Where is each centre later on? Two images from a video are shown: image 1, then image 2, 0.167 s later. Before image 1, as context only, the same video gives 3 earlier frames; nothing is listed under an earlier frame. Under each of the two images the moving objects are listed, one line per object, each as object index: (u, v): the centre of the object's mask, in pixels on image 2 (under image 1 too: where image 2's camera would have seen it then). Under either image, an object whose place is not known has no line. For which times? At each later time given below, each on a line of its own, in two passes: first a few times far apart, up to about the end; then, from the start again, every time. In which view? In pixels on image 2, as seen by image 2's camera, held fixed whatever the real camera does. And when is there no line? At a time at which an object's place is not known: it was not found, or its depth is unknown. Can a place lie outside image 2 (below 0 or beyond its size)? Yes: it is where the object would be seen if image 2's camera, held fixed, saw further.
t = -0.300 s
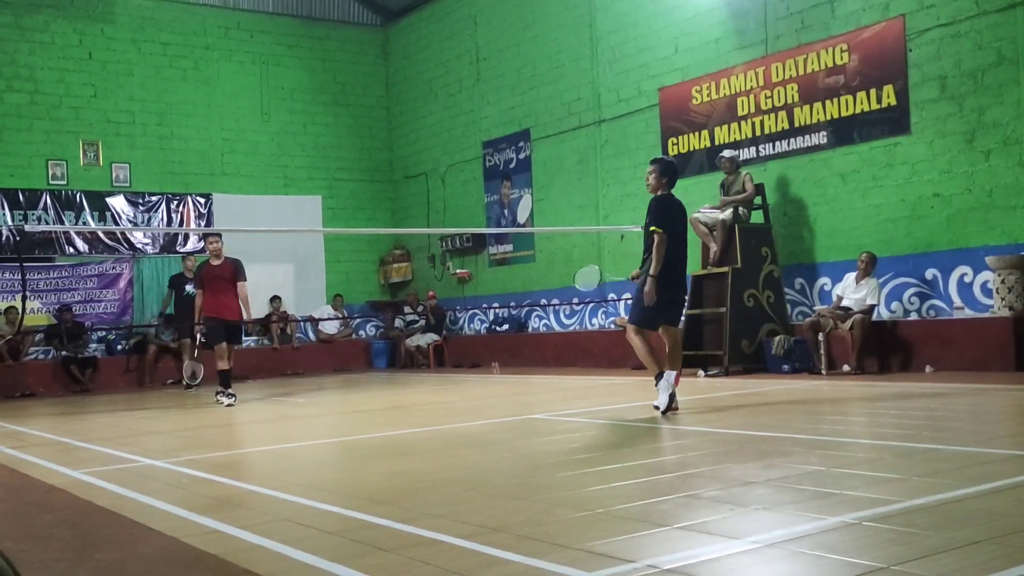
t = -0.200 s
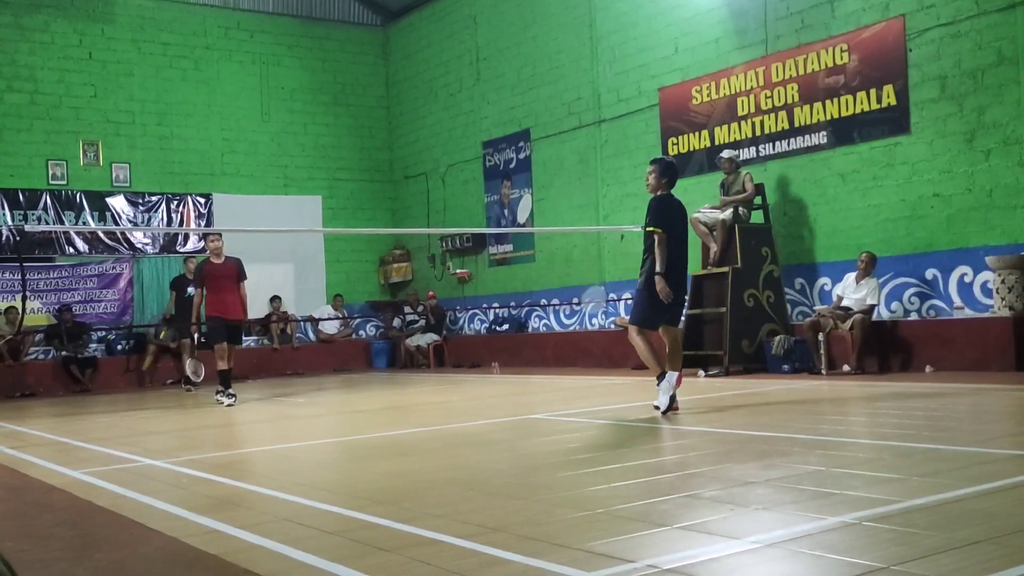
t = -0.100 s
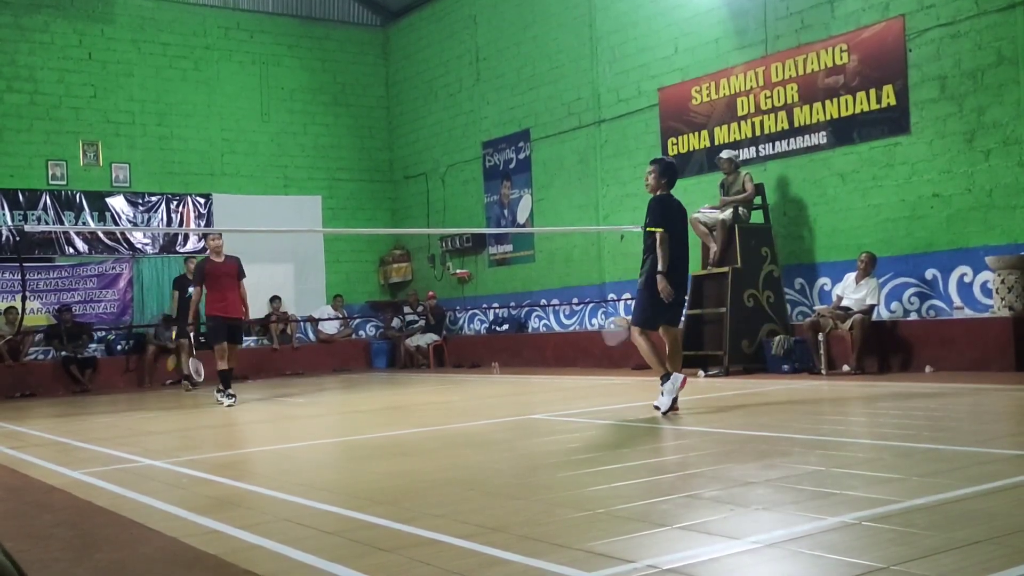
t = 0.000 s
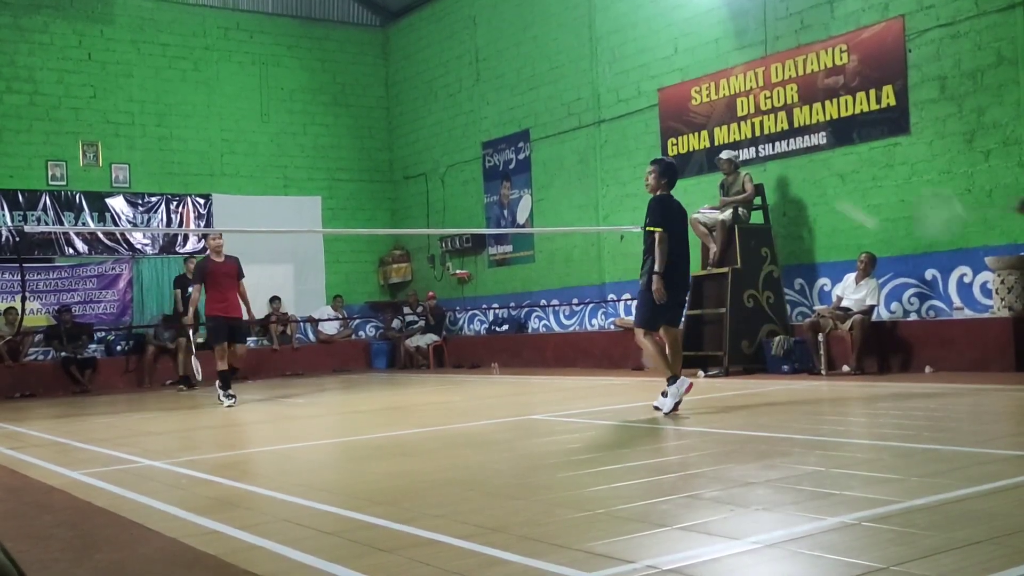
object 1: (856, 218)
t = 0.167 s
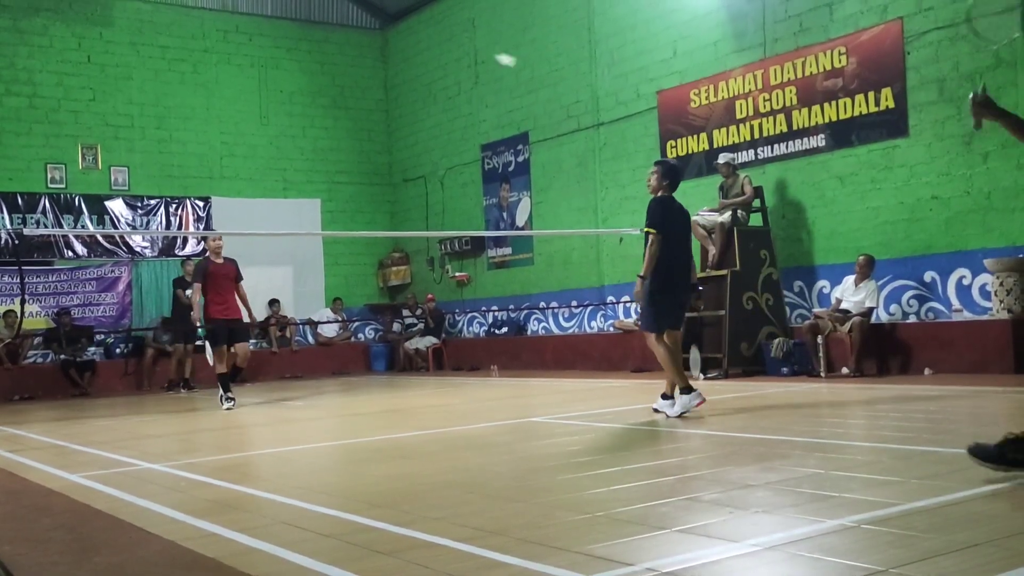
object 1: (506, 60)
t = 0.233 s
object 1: (440, 39)
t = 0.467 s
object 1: (307, 32)
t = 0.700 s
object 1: (240, 80)
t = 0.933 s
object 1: (203, 161)
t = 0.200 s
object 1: (470, 47)
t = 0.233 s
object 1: (440, 39)
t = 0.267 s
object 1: (401, 30)
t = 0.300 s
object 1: (380, 27)
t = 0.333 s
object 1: (370, 26)
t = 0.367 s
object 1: (351, 26)
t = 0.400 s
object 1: (335, 27)
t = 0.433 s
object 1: (320, 29)
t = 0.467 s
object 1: (307, 32)
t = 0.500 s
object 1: (295, 36)
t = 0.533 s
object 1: (284, 42)
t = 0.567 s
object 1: (273, 47)
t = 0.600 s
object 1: (264, 55)
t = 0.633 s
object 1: (256, 63)
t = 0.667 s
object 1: (247, 71)
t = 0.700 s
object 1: (240, 80)
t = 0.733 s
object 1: (233, 90)
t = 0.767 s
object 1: (227, 101)
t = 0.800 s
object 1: (222, 111)
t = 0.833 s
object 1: (216, 123)
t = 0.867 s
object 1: (211, 136)
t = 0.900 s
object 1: (207, 148)
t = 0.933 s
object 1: (203, 161)
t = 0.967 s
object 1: (200, 175)
